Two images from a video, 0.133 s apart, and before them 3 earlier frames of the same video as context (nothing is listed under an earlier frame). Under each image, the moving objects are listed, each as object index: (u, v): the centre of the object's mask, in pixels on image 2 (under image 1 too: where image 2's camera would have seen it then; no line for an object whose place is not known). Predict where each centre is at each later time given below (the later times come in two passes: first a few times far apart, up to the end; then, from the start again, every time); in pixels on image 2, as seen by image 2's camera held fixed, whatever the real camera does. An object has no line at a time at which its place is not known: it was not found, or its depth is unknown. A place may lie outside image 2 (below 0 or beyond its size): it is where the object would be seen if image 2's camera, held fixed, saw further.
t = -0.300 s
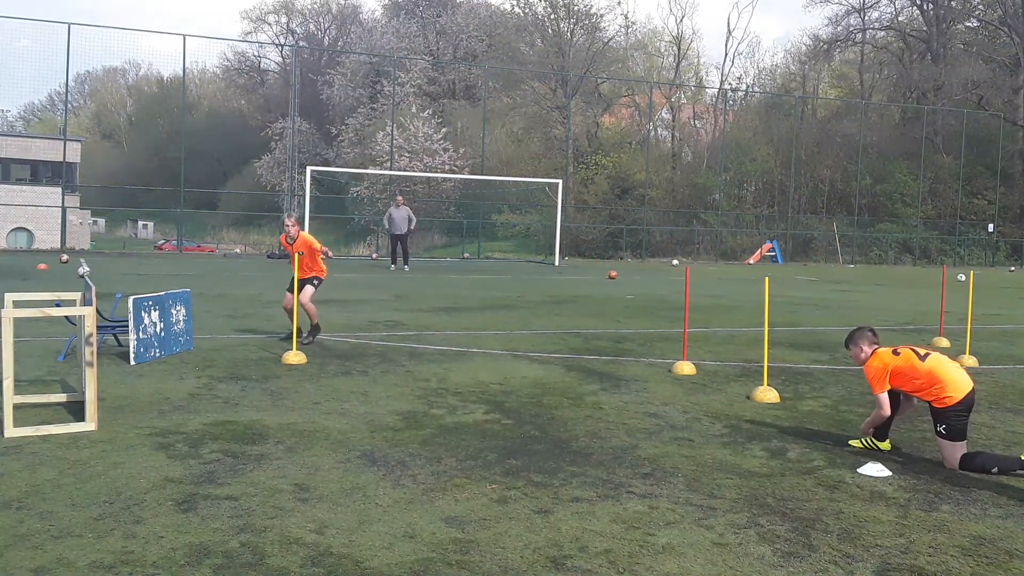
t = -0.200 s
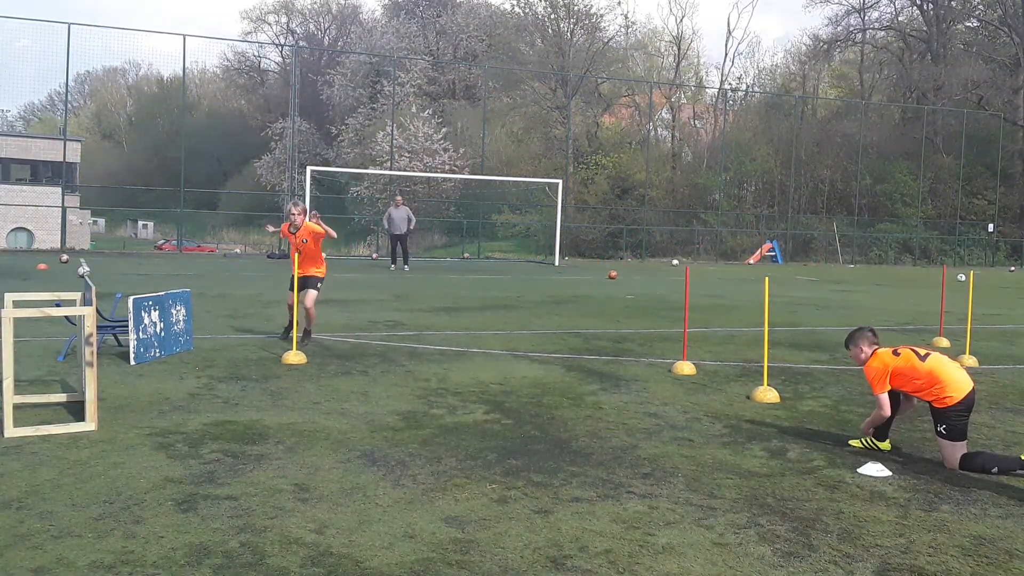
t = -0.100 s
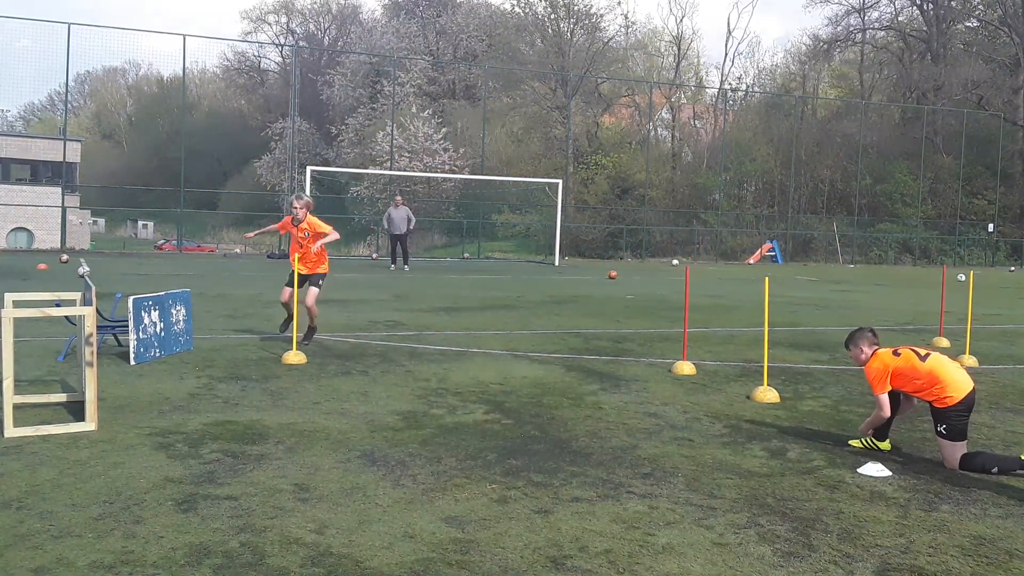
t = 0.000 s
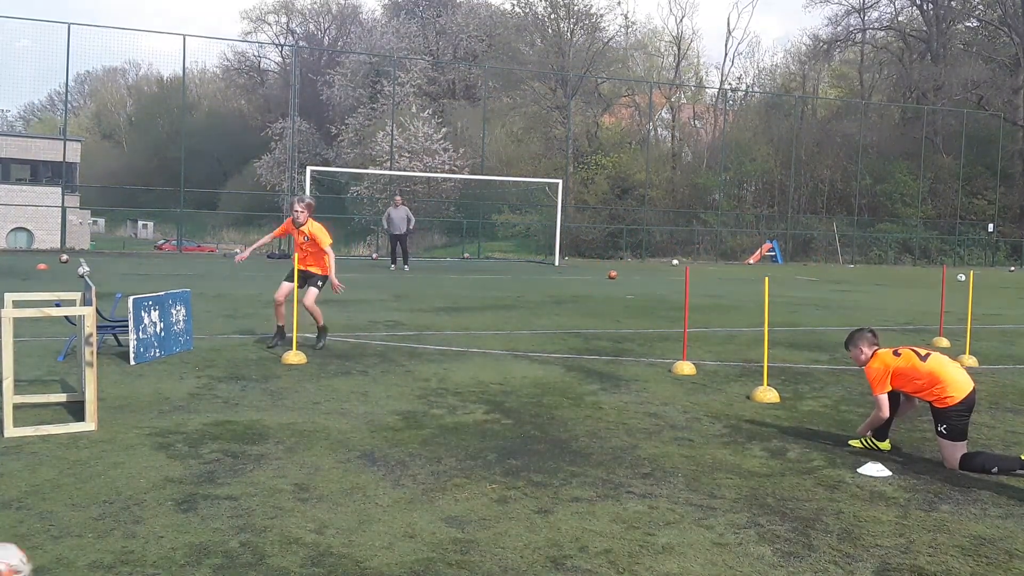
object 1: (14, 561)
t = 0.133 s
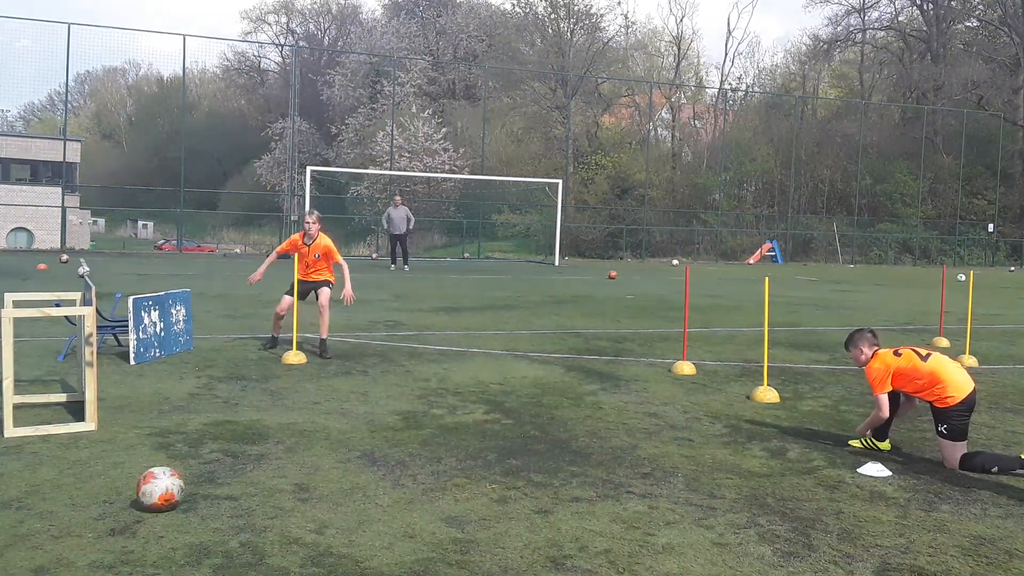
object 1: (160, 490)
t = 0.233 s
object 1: (233, 450)
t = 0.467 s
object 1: (334, 398)
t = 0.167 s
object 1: (188, 475)
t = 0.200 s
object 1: (212, 463)
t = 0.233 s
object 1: (233, 450)
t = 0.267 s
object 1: (253, 440)
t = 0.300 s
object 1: (270, 432)
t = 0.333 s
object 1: (285, 423)
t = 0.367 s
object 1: (300, 416)
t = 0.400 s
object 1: (312, 412)
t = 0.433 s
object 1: (324, 405)
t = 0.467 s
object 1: (334, 398)
